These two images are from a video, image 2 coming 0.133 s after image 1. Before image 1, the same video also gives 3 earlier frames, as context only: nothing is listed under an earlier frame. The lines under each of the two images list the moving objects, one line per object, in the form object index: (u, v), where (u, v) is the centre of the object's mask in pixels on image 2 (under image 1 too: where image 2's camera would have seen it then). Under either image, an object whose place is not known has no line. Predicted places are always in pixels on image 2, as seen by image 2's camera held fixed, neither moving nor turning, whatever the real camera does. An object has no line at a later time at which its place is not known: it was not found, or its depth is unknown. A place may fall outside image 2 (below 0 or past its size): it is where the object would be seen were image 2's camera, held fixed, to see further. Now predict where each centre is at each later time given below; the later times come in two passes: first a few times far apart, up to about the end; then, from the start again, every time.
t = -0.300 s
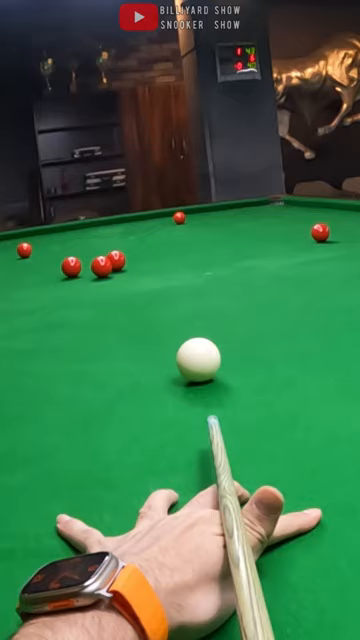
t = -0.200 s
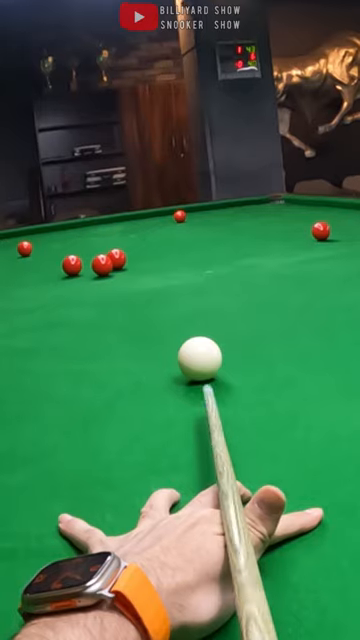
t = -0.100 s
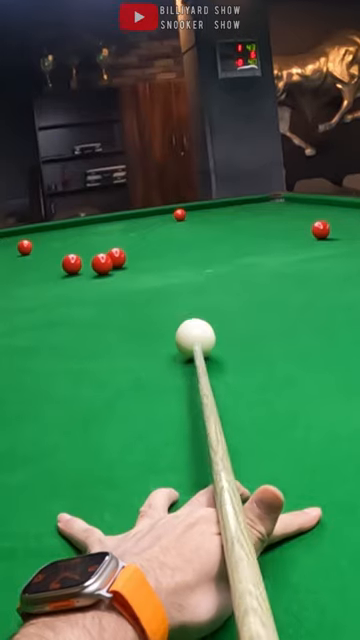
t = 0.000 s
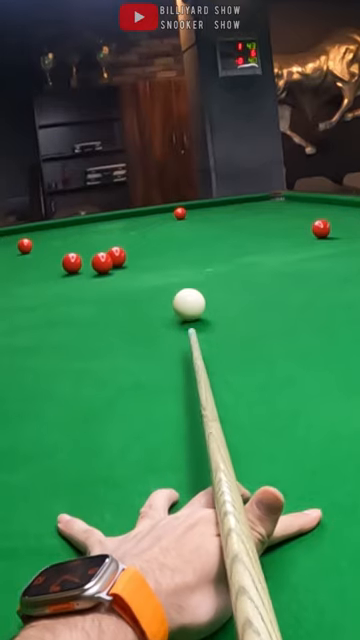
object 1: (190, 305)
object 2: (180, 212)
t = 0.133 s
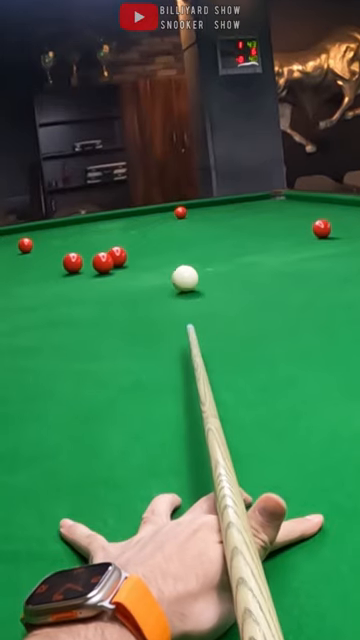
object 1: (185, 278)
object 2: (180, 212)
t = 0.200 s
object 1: (183, 268)
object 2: (180, 212)
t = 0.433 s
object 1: (178, 243)
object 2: (180, 212)
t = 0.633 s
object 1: (175, 230)
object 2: (180, 212)
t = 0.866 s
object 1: (173, 219)
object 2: (181, 211)
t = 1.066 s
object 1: (160, 214)
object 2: (191, 210)
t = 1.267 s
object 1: (133, 213)
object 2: (214, 205)
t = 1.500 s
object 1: (113, 214)
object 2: (236, 200)
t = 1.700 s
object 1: (107, 218)
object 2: (254, 197)
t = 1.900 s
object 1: (100, 222)
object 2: (270, 194)
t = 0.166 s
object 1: (184, 273)
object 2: (180, 212)
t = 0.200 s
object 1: (183, 268)
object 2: (180, 212)
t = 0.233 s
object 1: (182, 264)
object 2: (180, 212)
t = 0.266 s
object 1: (181, 260)
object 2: (180, 212)
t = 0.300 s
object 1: (180, 256)
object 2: (180, 212)
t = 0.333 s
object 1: (180, 253)
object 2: (180, 212)
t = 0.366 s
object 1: (179, 249)
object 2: (180, 212)
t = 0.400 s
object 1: (178, 246)
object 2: (180, 212)
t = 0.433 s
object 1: (178, 243)
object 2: (180, 212)
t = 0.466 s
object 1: (177, 241)
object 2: (180, 212)
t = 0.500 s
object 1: (177, 238)
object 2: (180, 212)
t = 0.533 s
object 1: (176, 236)
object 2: (180, 212)
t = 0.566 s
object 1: (176, 234)
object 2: (180, 212)
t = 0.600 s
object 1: (176, 231)
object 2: (180, 212)
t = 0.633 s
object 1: (175, 230)
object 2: (180, 212)
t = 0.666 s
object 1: (175, 228)
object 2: (180, 212)
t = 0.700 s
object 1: (175, 226)
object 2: (180, 212)
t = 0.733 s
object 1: (174, 224)
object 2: (180, 212)
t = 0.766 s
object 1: (174, 223)
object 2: (180, 211)
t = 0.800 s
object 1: (174, 221)
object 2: (180, 211)
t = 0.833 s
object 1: (173, 220)
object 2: (181, 211)
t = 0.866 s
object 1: (173, 219)
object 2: (181, 211)
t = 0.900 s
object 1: (173, 217)
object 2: (181, 211)
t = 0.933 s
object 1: (172, 216)
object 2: (182, 211)
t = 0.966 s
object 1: (172, 215)
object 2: (181, 211)
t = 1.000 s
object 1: (172, 214)
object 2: (181, 211)
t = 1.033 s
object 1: (166, 213)
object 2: (185, 211)
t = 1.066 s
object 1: (160, 214)
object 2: (191, 210)
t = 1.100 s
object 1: (155, 214)
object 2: (195, 208)
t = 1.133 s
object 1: (150, 213)
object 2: (199, 208)
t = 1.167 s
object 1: (146, 213)
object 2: (203, 207)
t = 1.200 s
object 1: (142, 213)
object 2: (206, 206)
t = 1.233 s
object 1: (138, 213)
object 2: (210, 206)
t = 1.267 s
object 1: (133, 213)
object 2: (214, 205)
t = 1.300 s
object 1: (130, 213)
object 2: (217, 204)
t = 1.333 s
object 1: (126, 213)
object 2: (221, 203)
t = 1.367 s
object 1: (122, 213)
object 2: (224, 203)
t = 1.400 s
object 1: (118, 213)
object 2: (227, 202)
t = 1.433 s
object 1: (115, 213)
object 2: (231, 202)
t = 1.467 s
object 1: (114, 213)
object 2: (233, 201)
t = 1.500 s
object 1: (113, 214)
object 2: (236, 200)
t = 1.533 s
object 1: (112, 214)
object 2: (239, 200)
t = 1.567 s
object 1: (111, 215)
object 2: (242, 200)
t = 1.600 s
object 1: (110, 216)
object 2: (245, 199)
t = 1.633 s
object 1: (109, 216)
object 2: (248, 198)
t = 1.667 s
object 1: (108, 217)
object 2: (251, 198)
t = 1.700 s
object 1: (107, 218)
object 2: (254, 197)
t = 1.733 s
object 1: (106, 218)
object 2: (256, 197)
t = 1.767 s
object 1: (105, 219)
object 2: (260, 196)
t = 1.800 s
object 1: (104, 220)
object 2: (262, 196)
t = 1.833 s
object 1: (102, 220)
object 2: (265, 195)
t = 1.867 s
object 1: (102, 221)
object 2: (267, 195)
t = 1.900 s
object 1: (100, 222)
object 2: (270, 194)
